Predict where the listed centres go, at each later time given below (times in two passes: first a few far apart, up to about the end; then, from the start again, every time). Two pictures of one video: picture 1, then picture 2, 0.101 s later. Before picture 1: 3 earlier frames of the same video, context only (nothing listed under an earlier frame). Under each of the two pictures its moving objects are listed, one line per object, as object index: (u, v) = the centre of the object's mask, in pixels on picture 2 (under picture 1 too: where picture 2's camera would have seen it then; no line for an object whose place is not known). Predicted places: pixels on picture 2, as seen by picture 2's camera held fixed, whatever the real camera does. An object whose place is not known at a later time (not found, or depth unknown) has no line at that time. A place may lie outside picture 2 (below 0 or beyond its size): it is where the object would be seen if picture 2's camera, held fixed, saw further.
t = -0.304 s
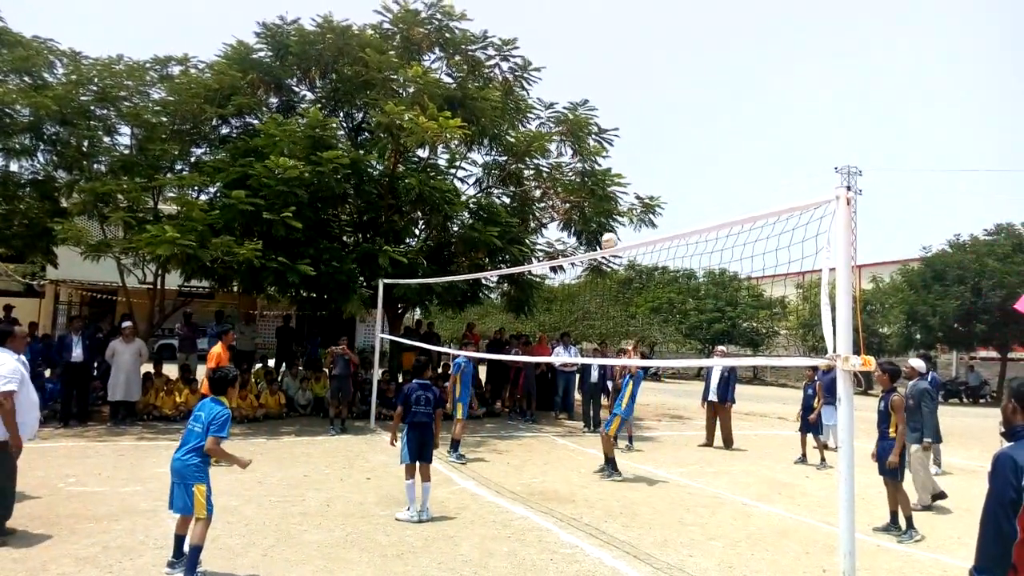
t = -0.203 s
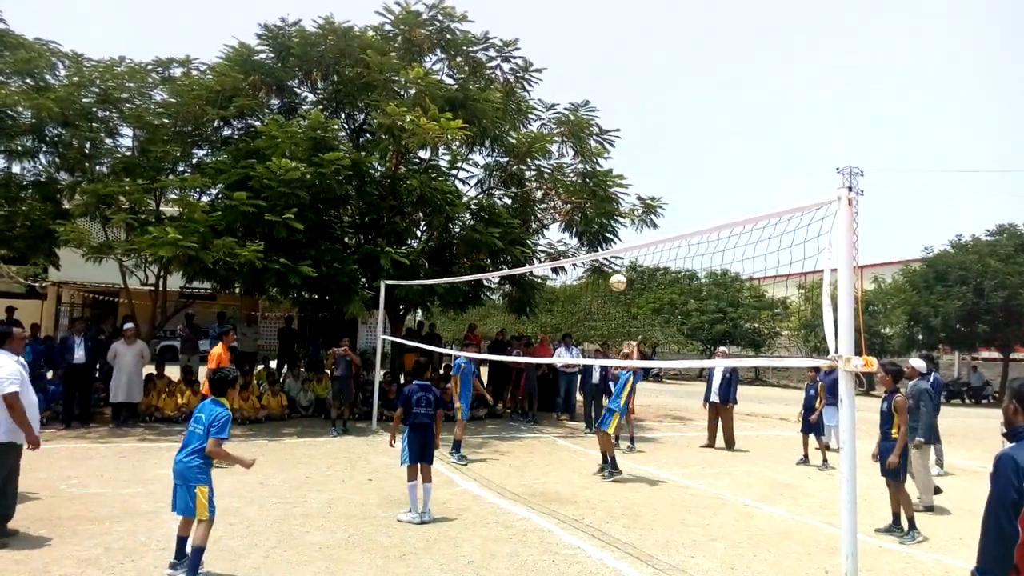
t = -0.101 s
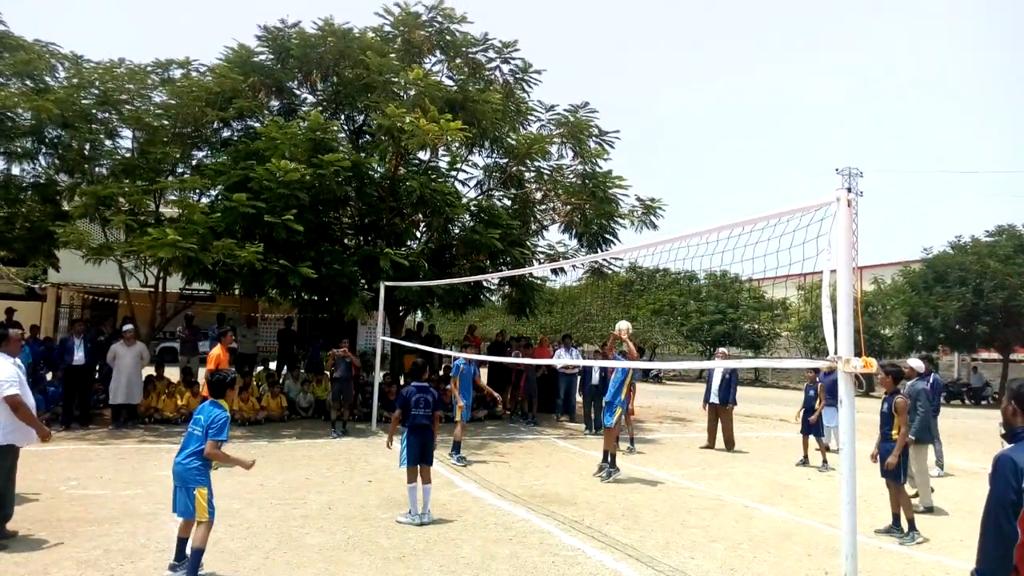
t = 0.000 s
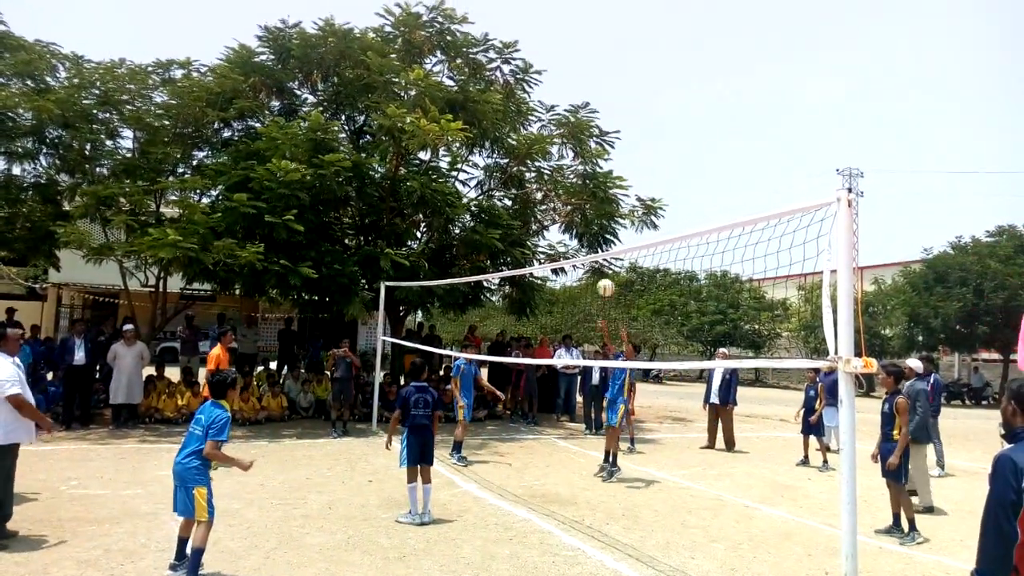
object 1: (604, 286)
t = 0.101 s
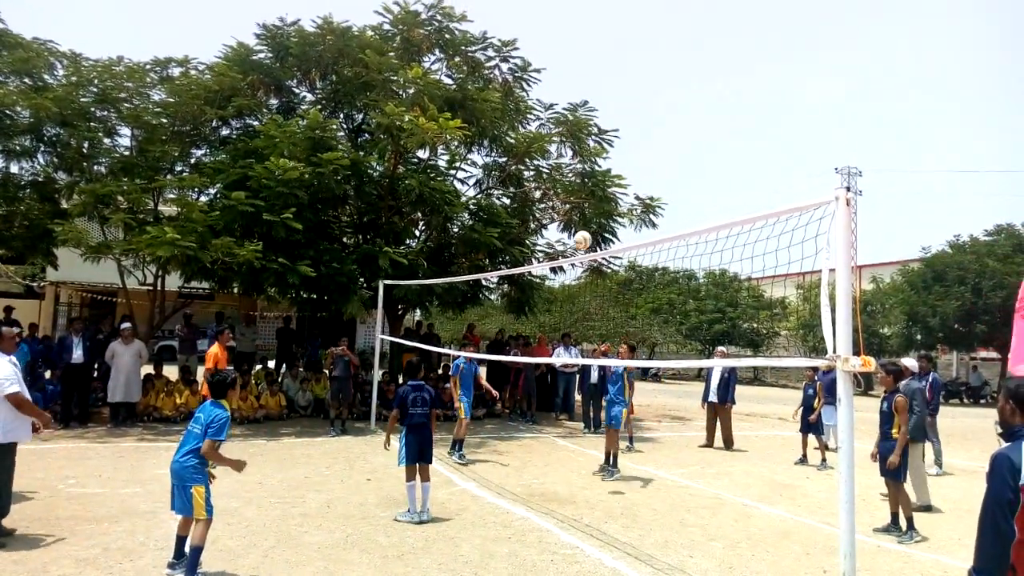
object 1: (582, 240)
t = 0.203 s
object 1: (558, 199)
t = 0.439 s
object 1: (491, 118)
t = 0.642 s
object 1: (415, 78)
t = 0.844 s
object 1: (314, 78)
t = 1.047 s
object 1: (174, 139)
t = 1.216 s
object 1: (2, 268)
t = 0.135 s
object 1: (574, 226)
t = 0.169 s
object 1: (566, 212)
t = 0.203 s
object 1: (558, 199)
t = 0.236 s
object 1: (550, 185)
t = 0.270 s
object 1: (541, 173)
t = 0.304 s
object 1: (531, 160)
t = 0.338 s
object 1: (522, 149)
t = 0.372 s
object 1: (512, 138)
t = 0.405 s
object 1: (502, 128)
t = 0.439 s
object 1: (491, 118)
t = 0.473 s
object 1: (479, 109)
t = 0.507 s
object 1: (468, 101)
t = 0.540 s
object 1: (455, 94)
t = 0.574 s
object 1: (442, 87)
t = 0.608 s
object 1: (428, 82)
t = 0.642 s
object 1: (415, 78)
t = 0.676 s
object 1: (400, 75)
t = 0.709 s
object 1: (384, 73)
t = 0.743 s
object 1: (368, 72)
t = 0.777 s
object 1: (351, 72)
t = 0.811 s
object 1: (333, 74)
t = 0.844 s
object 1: (314, 78)
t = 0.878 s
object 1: (294, 82)
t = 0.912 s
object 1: (273, 90)
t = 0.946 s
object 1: (251, 99)
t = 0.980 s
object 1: (227, 110)
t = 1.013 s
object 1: (201, 123)
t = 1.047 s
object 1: (174, 139)
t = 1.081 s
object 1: (145, 157)
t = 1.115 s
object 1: (113, 179)
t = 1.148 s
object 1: (79, 204)
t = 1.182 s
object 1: (41, 234)
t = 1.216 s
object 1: (2, 268)
